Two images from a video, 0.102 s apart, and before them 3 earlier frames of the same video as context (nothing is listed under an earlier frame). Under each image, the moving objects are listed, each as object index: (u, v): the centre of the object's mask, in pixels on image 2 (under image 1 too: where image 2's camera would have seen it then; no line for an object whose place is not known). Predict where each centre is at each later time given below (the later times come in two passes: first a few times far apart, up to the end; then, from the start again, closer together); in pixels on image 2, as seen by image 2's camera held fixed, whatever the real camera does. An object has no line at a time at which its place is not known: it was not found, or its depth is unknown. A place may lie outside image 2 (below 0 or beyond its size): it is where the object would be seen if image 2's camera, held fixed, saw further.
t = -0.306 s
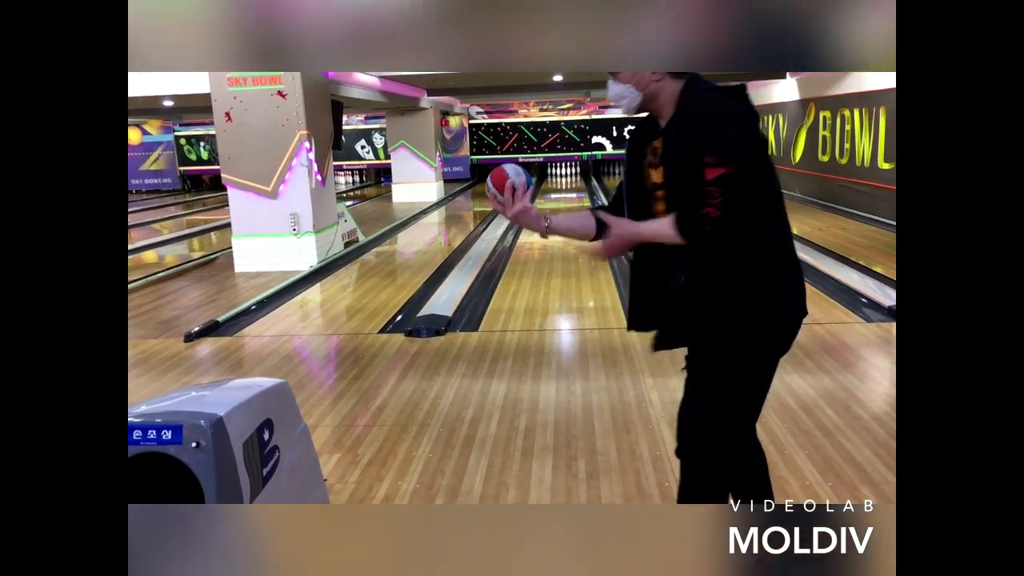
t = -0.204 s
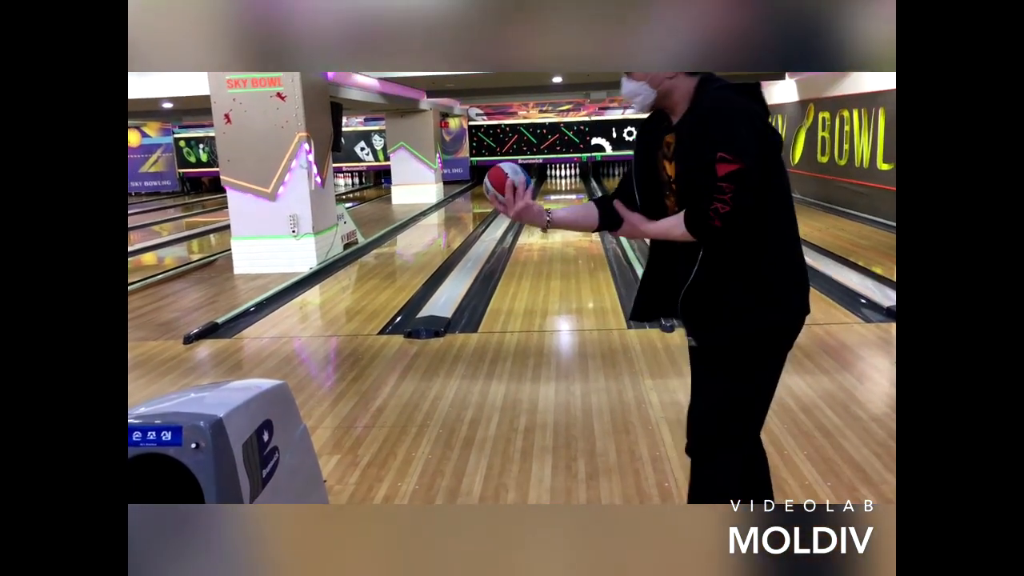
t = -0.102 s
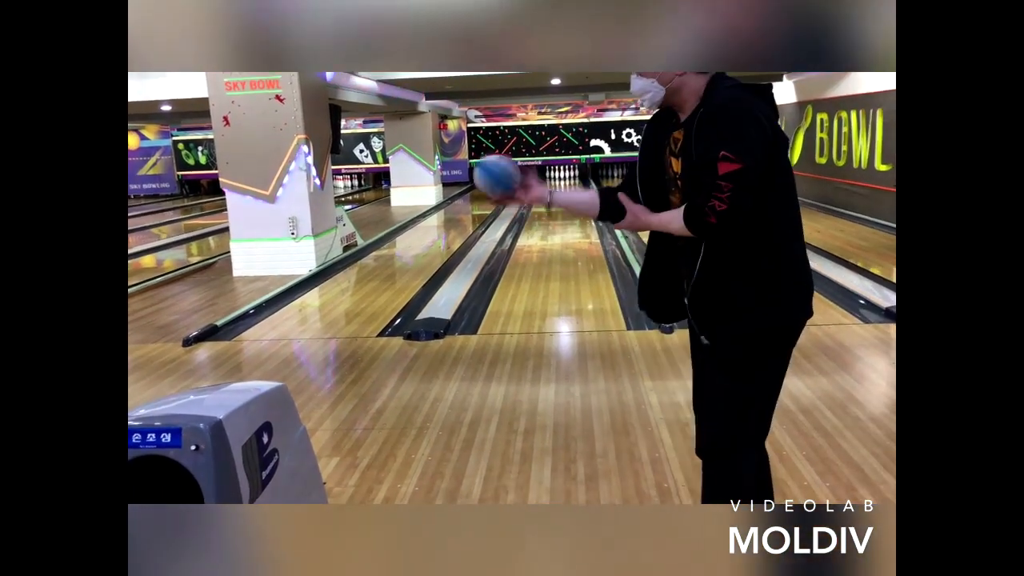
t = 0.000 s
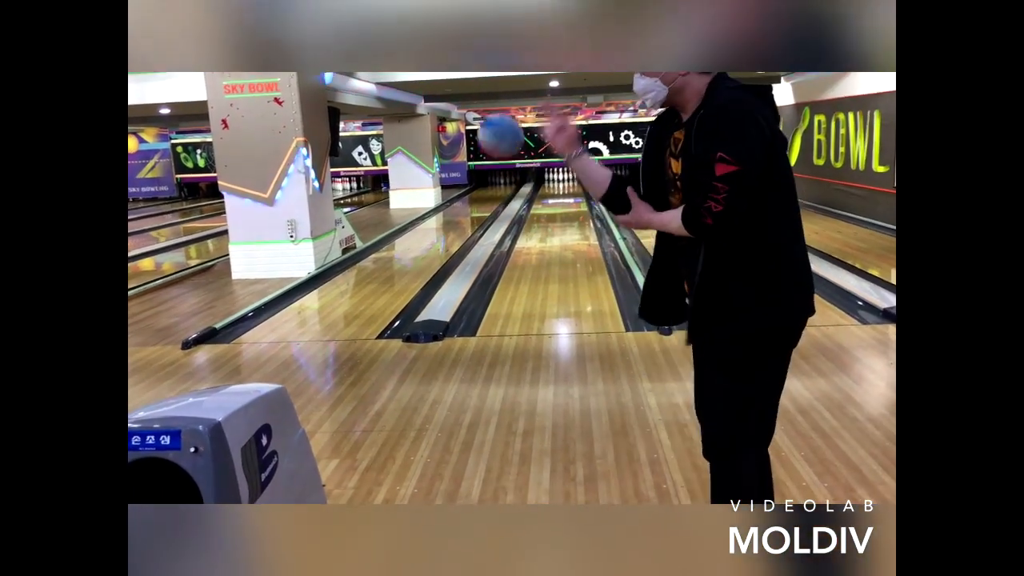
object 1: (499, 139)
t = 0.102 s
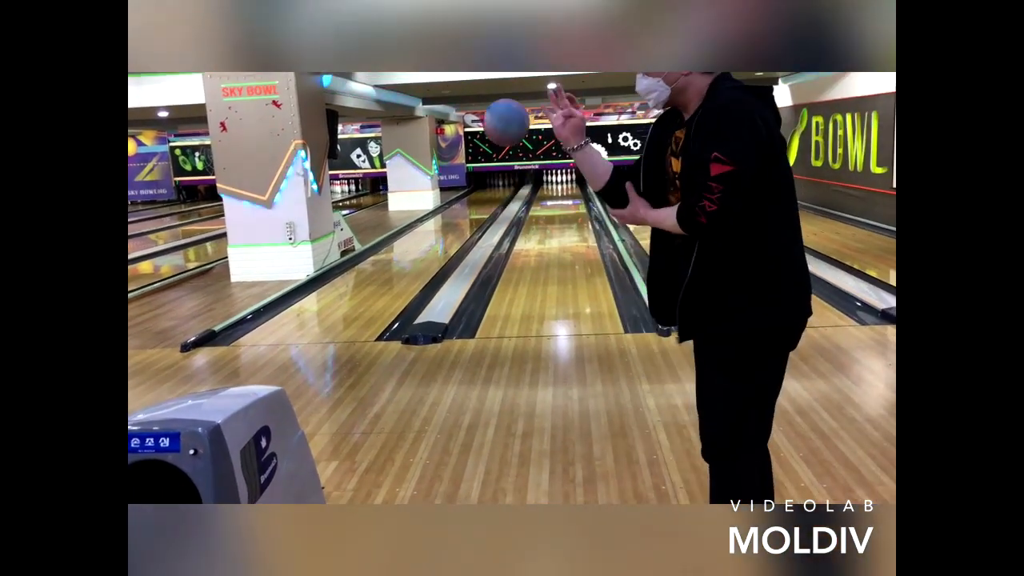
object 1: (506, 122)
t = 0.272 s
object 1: (521, 169)
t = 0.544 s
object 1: (554, 419)
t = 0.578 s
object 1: (559, 464)
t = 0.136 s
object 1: (509, 125)
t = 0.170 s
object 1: (511, 132)
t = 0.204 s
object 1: (515, 141)
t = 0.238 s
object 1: (518, 153)
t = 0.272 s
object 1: (521, 169)
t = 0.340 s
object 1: (529, 212)
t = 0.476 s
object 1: (544, 340)
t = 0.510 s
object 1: (550, 378)
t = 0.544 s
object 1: (554, 419)
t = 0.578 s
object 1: (559, 464)
